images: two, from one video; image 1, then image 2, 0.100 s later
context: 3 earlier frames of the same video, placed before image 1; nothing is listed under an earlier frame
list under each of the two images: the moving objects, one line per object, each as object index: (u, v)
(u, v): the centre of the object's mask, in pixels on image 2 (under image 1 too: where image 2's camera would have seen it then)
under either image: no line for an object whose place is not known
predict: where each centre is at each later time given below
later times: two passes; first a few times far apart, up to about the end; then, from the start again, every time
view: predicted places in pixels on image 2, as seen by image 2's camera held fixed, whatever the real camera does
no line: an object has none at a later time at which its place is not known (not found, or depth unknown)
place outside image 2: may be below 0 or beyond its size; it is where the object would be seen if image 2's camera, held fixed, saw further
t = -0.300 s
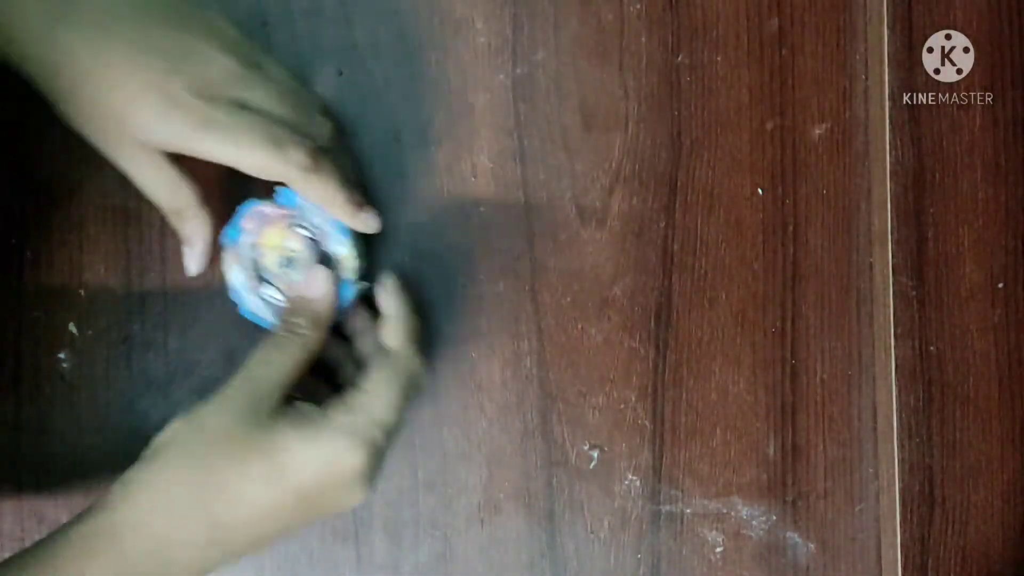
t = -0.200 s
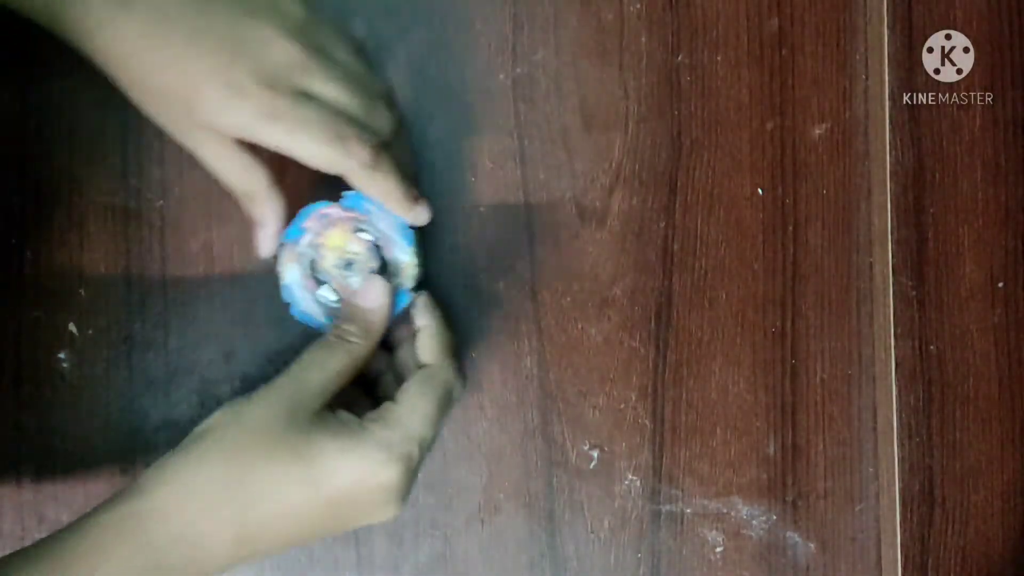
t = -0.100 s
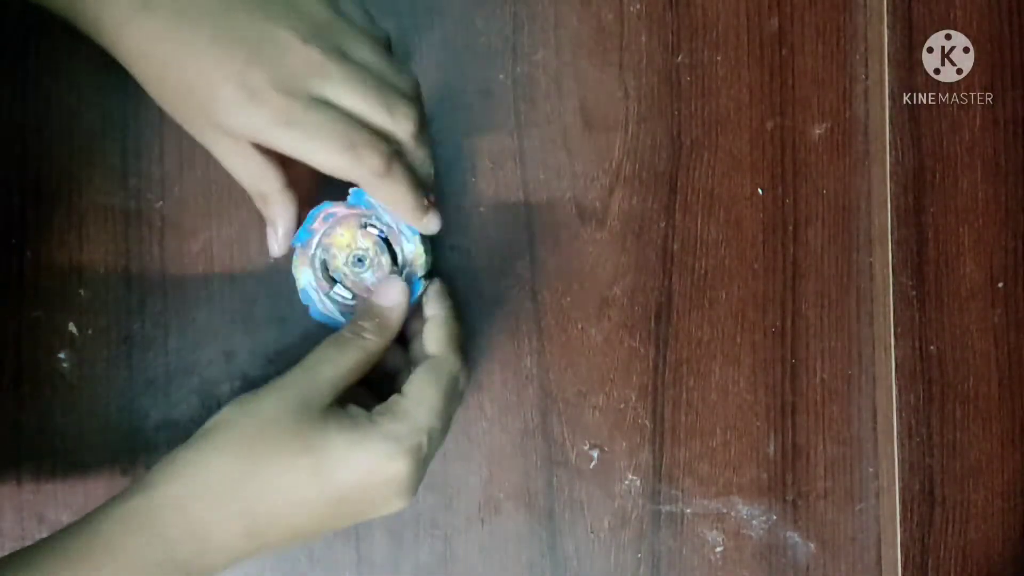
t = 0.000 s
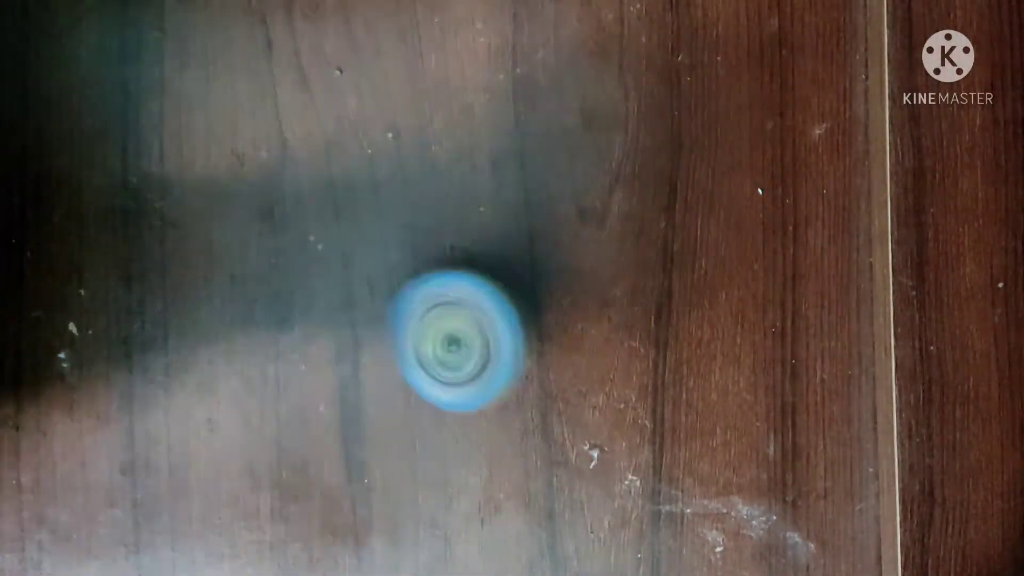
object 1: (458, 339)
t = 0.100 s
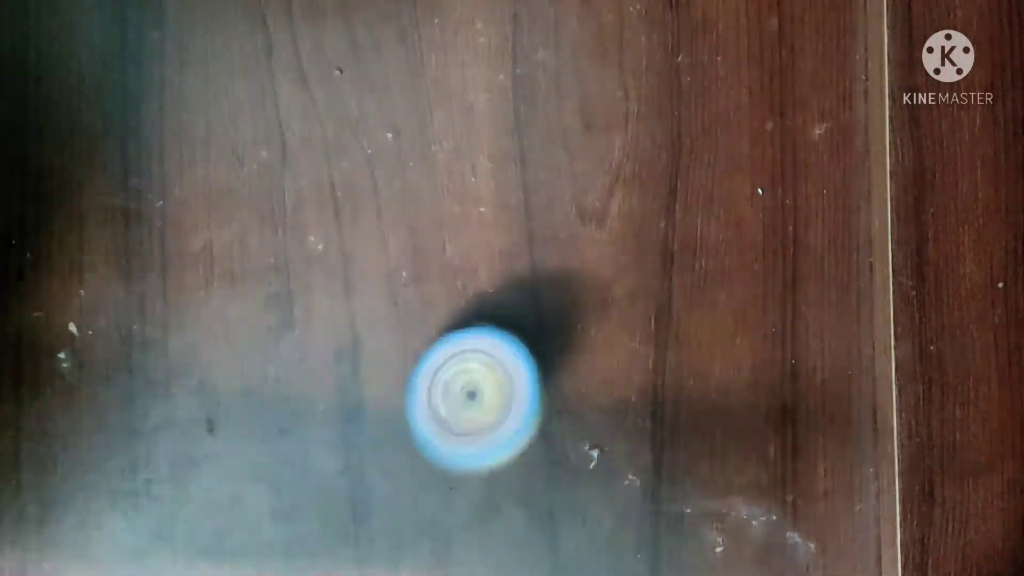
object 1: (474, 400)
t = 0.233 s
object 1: (425, 409)
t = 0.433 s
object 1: (435, 341)
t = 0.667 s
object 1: (468, 398)
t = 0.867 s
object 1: (420, 367)
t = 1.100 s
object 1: (476, 374)
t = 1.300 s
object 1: (429, 390)
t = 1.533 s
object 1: (467, 356)
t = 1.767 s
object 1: (442, 396)
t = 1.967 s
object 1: (452, 350)
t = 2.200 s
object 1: (463, 398)
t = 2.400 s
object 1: (437, 356)
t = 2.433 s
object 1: (446, 349)
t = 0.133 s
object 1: (463, 410)
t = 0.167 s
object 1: (448, 415)
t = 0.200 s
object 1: (440, 414)
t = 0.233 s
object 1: (425, 409)
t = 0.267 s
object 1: (414, 400)
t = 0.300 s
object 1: (408, 386)
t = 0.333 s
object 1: (407, 372)
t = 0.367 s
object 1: (412, 358)
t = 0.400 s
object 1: (422, 347)
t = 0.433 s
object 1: (435, 341)
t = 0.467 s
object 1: (450, 340)
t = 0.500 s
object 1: (463, 347)
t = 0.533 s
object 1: (473, 356)
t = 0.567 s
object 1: (478, 369)
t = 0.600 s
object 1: (480, 376)
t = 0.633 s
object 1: (476, 388)
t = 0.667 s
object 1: (468, 398)
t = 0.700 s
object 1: (457, 404)
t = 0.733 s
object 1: (444, 405)
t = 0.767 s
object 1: (432, 400)
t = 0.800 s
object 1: (423, 391)
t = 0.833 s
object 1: (419, 379)
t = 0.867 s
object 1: (420, 367)
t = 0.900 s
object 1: (427, 356)
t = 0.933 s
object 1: (437, 349)
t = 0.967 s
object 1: (441, 347)
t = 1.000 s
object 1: (454, 347)
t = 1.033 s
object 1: (466, 353)
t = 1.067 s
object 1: (473, 362)
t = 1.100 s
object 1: (476, 374)
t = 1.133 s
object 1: (474, 386)
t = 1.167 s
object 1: (467, 396)
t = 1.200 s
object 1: (458, 402)
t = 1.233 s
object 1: (446, 403)
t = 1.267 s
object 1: (437, 399)
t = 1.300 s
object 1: (429, 390)
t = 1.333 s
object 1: (426, 379)
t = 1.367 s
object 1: (424, 373)
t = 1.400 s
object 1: (426, 364)
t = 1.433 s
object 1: (433, 353)
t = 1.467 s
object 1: (447, 349)
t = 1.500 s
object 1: (458, 350)
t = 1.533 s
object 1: (467, 356)
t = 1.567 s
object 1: (474, 365)
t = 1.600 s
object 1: (476, 376)
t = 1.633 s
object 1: (474, 385)
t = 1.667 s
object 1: (468, 392)
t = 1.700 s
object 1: (462, 397)
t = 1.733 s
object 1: (451, 399)
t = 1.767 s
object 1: (442, 396)
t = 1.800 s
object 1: (433, 389)
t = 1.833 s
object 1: (428, 378)
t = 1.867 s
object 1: (430, 367)
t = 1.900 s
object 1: (434, 358)
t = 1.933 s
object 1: (441, 352)
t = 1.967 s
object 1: (452, 350)
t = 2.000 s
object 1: (464, 352)
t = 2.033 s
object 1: (472, 358)
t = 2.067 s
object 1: (477, 367)
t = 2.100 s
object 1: (477, 372)
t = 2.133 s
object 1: (476, 383)
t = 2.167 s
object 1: (470, 392)
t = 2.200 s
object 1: (463, 398)
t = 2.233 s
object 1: (452, 397)
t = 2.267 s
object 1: (441, 393)
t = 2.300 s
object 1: (434, 385)
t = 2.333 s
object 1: (430, 375)
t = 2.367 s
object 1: (430, 366)
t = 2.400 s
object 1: (437, 356)
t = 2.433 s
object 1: (446, 349)
